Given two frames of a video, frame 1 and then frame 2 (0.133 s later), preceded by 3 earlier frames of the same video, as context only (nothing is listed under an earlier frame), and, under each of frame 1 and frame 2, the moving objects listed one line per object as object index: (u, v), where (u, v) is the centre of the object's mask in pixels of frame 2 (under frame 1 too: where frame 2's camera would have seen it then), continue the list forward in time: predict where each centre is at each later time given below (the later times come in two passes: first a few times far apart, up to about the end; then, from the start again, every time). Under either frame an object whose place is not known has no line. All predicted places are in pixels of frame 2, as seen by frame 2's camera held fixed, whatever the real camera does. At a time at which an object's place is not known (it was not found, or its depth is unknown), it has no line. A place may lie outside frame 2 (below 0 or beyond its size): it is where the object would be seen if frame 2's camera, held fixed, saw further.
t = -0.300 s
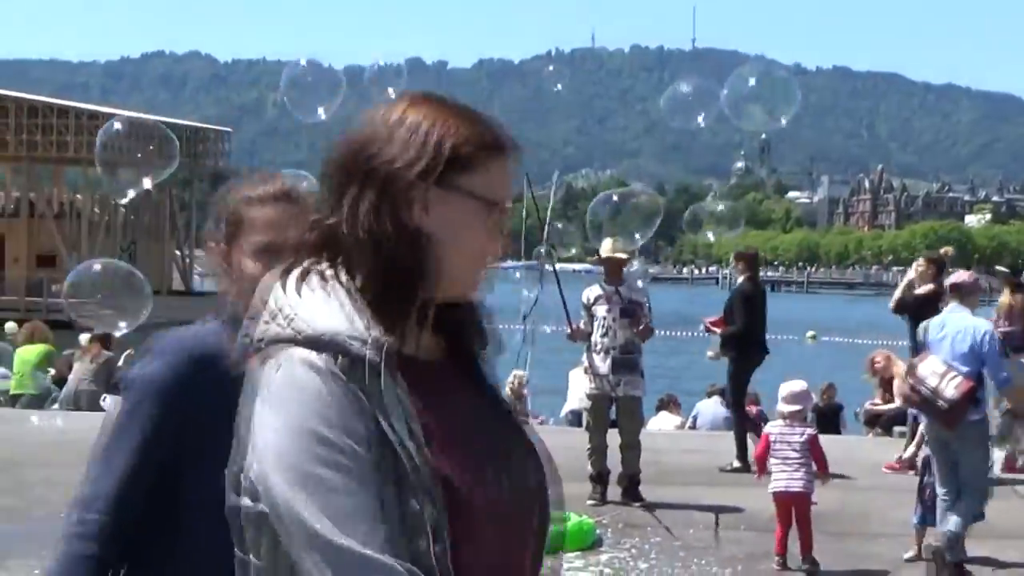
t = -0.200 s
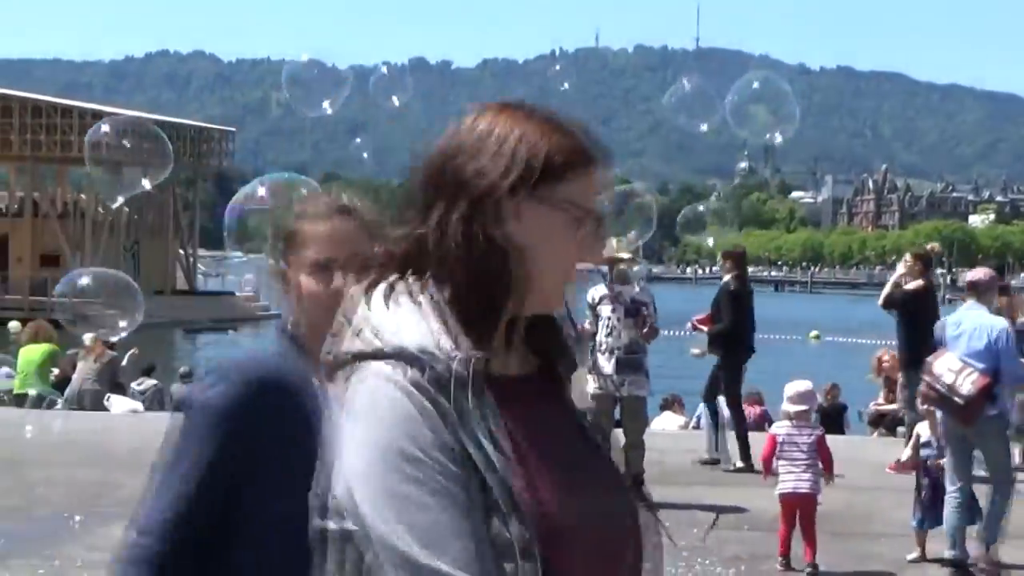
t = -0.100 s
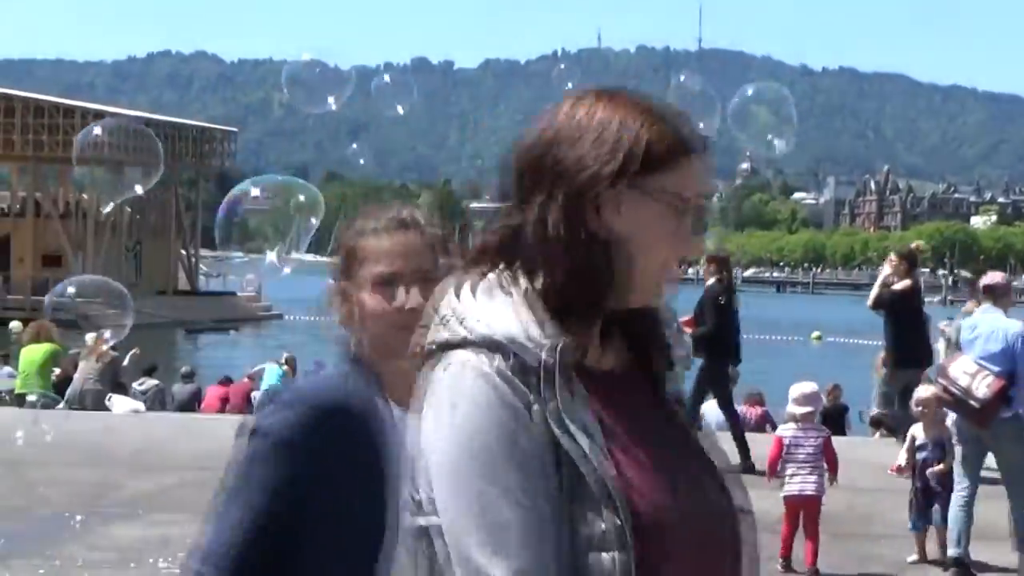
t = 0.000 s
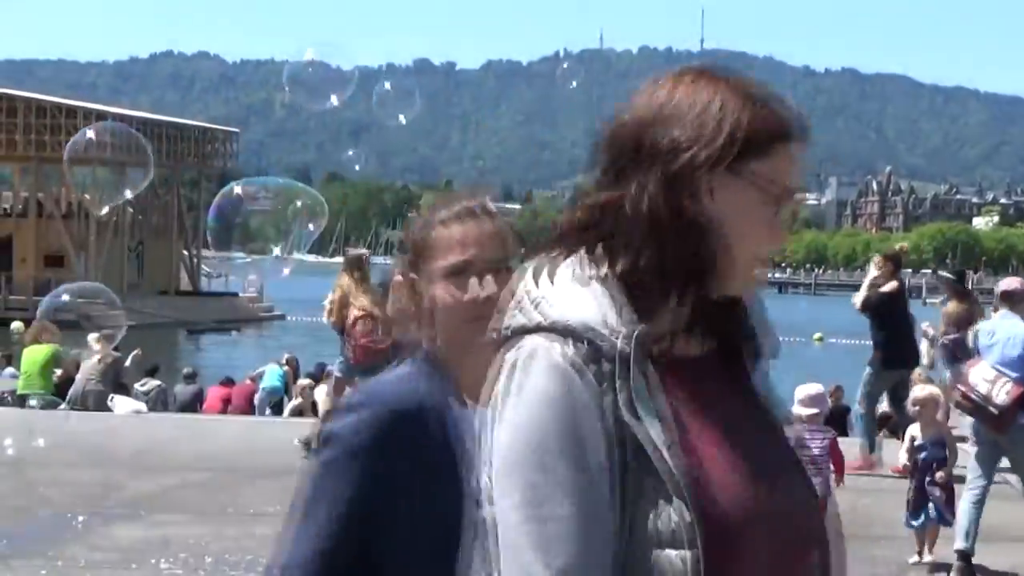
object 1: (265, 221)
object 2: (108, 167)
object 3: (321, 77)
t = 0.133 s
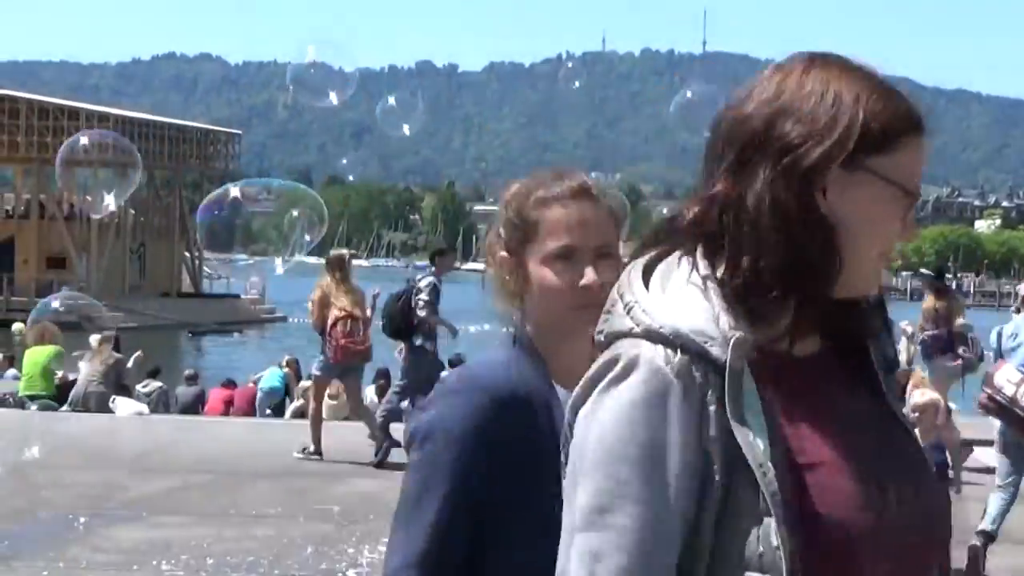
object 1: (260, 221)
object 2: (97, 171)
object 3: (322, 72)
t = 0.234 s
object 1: (254, 221)
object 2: (86, 176)
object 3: (320, 68)
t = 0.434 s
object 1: (244, 219)
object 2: (65, 179)
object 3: (319, 64)
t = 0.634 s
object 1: (229, 218)
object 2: (46, 182)
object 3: (317, 59)
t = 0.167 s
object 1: (259, 221)
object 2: (94, 173)
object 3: (322, 71)
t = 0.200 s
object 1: (257, 221)
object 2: (91, 174)
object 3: (322, 69)
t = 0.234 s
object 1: (254, 221)
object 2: (86, 176)
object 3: (320, 68)
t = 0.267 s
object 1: (252, 221)
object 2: (82, 177)
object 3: (320, 68)
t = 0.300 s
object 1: (250, 219)
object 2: (78, 176)
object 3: (320, 67)
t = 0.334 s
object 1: (248, 219)
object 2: (75, 177)
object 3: (320, 66)
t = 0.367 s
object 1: (246, 220)
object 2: (71, 177)
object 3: (319, 65)
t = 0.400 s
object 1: (245, 220)
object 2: (67, 178)
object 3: (319, 65)
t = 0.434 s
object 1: (244, 219)
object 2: (65, 179)
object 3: (319, 64)
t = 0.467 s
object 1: (242, 220)
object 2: (61, 180)
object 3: (319, 63)
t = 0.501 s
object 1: (239, 220)
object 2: (58, 180)
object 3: (319, 62)
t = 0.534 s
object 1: (236, 220)
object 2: (54, 180)
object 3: (318, 61)
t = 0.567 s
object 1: (234, 219)
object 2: (52, 182)
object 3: (317, 61)
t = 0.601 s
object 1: (231, 219)
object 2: (48, 182)
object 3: (317, 59)
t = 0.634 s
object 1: (229, 218)
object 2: (46, 182)
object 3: (317, 59)
